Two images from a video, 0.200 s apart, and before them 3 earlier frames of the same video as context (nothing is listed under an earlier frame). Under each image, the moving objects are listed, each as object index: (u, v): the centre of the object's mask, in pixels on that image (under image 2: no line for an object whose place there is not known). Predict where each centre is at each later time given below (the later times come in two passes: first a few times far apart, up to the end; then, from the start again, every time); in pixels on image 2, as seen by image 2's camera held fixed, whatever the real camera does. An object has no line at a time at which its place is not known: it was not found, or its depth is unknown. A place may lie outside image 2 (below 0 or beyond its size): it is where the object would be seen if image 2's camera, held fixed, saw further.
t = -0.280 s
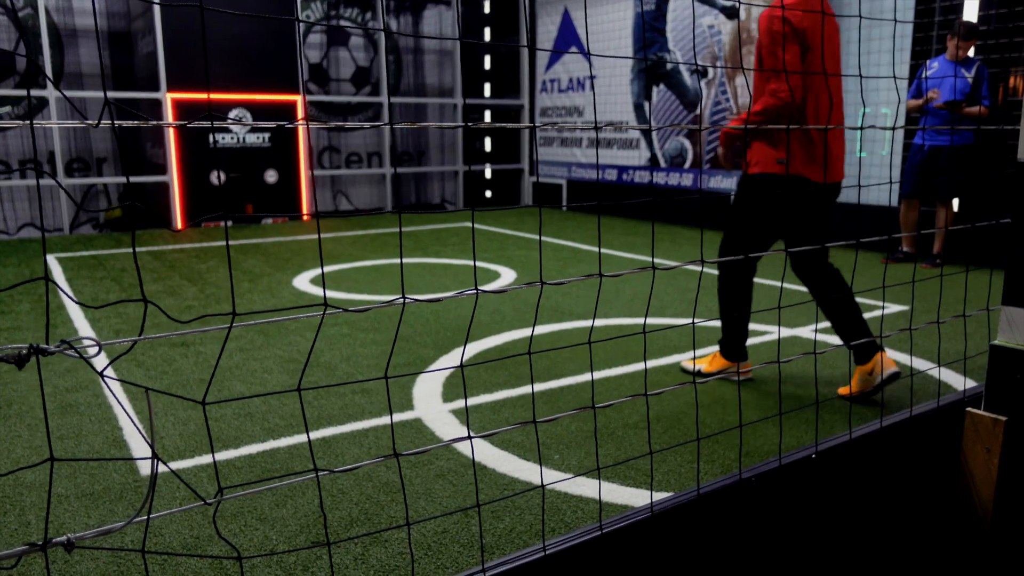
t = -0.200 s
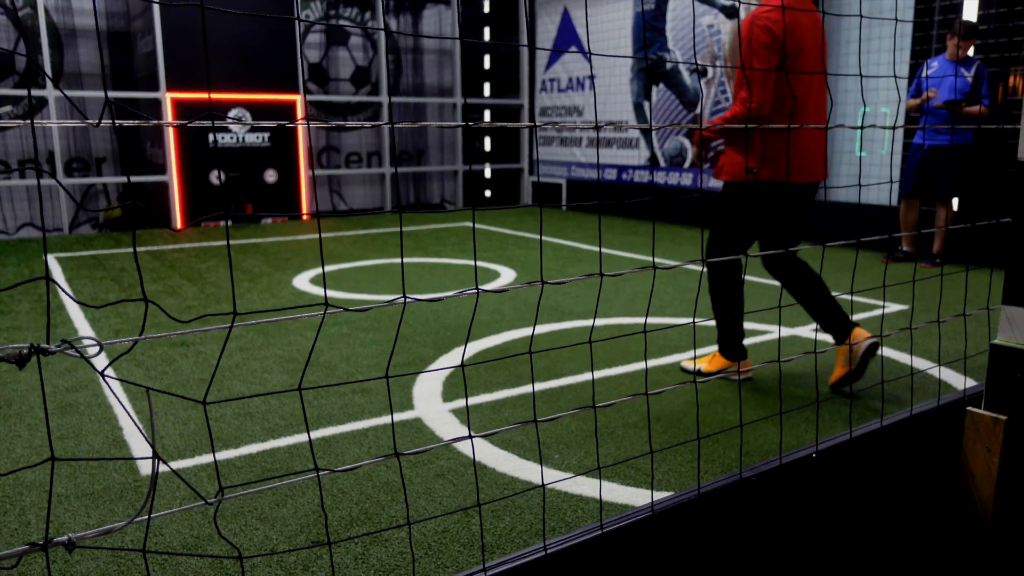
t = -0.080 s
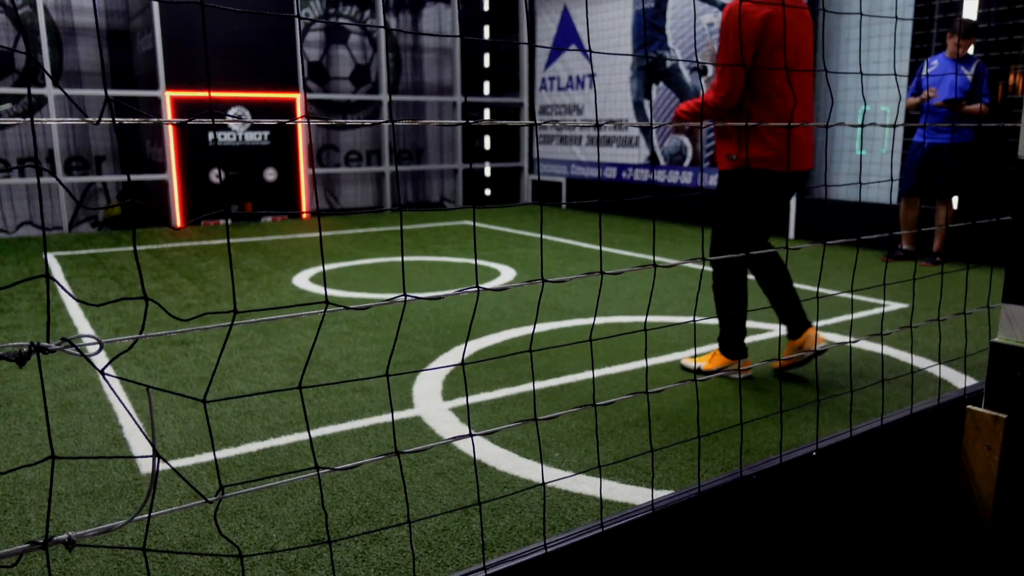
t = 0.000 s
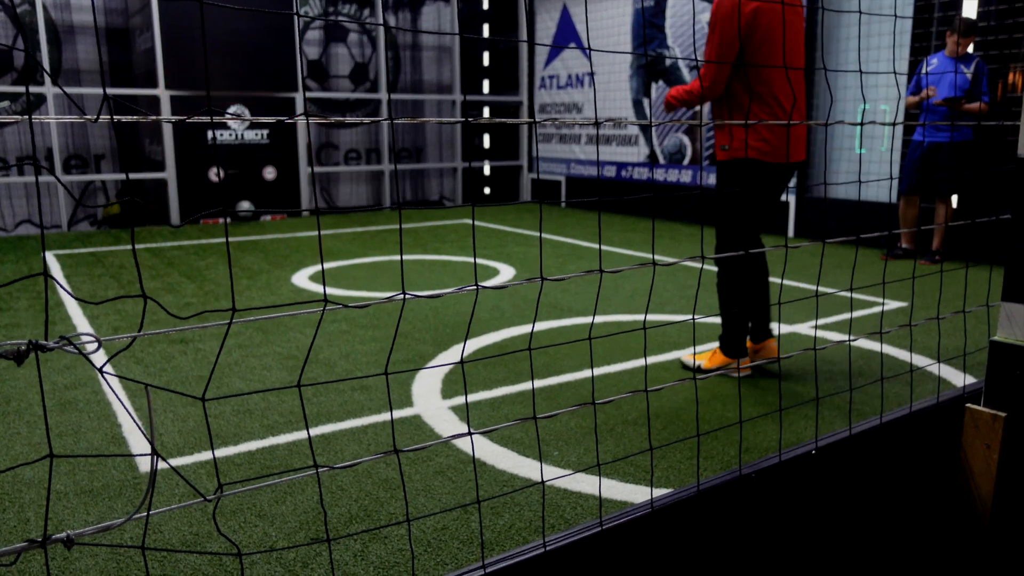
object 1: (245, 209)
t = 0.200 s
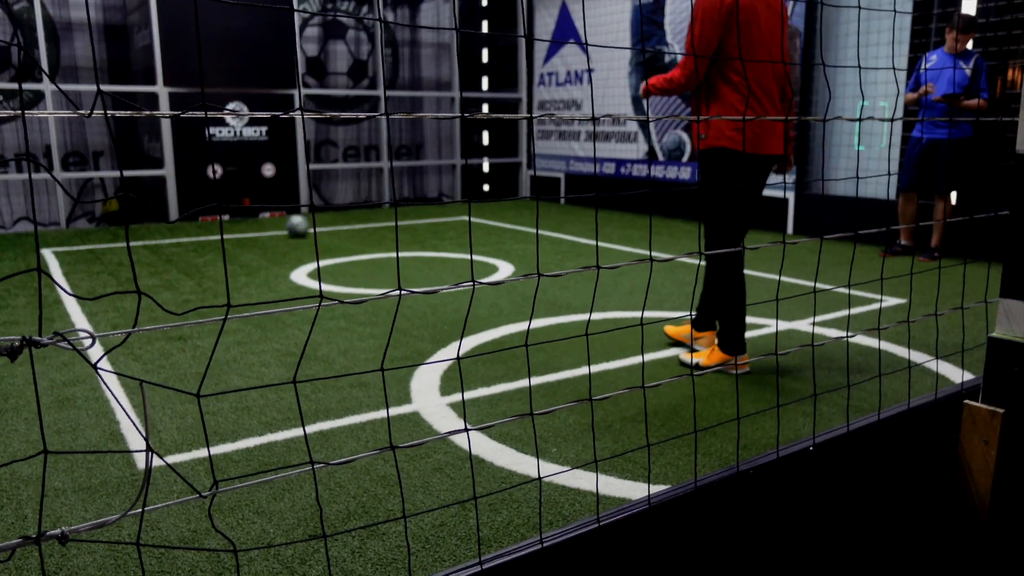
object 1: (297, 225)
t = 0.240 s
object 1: (309, 229)
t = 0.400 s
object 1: (364, 246)
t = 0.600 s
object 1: (438, 270)
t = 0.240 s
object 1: (309, 229)
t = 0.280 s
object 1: (324, 233)
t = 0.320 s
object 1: (336, 238)
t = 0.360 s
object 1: (349, 241)
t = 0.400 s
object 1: (364, 246)
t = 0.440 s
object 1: (378, 252)
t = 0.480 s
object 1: (394, 257)
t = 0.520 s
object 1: (408, 261)
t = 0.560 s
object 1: (424, 267)
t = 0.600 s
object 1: (438, 270)
